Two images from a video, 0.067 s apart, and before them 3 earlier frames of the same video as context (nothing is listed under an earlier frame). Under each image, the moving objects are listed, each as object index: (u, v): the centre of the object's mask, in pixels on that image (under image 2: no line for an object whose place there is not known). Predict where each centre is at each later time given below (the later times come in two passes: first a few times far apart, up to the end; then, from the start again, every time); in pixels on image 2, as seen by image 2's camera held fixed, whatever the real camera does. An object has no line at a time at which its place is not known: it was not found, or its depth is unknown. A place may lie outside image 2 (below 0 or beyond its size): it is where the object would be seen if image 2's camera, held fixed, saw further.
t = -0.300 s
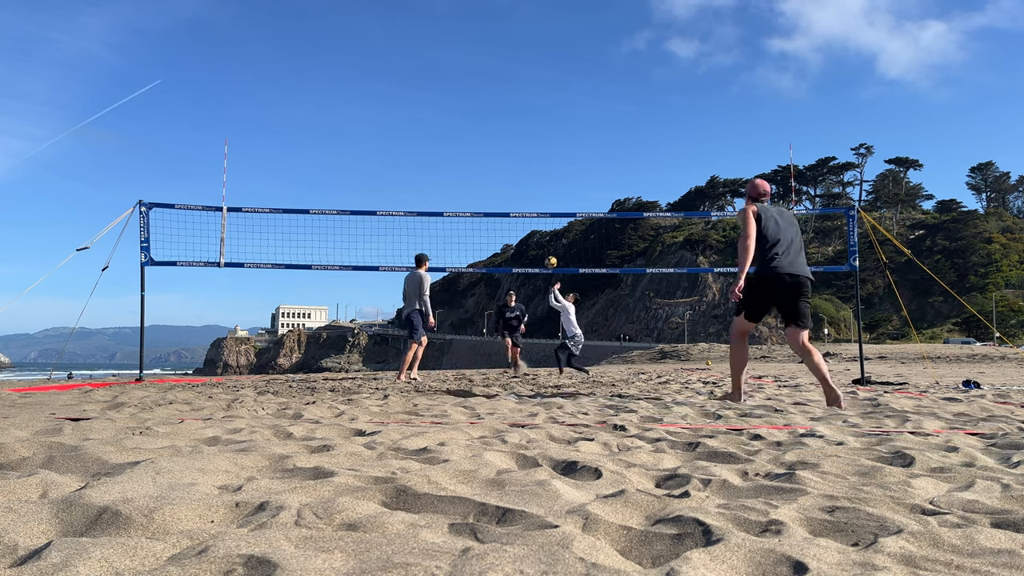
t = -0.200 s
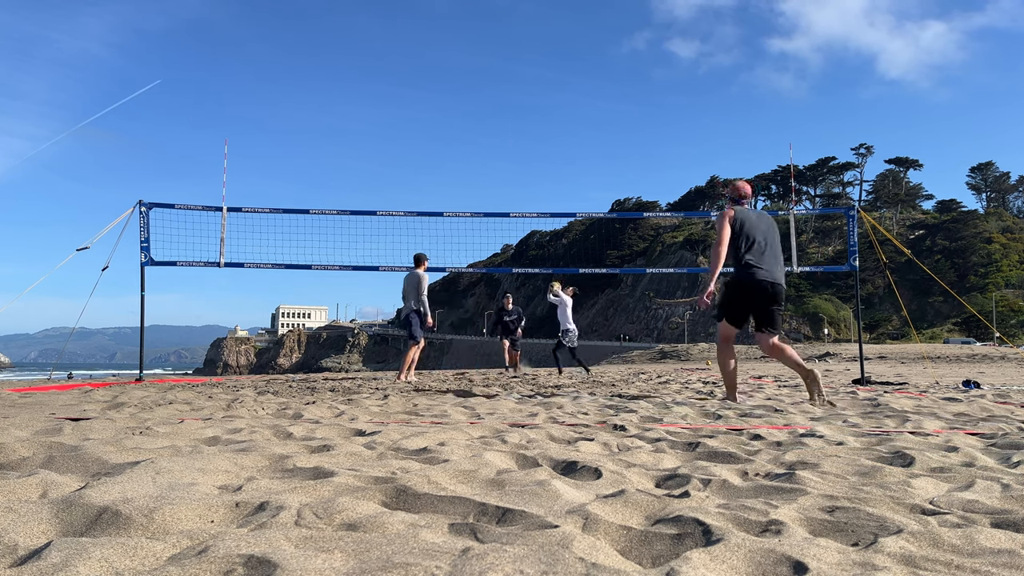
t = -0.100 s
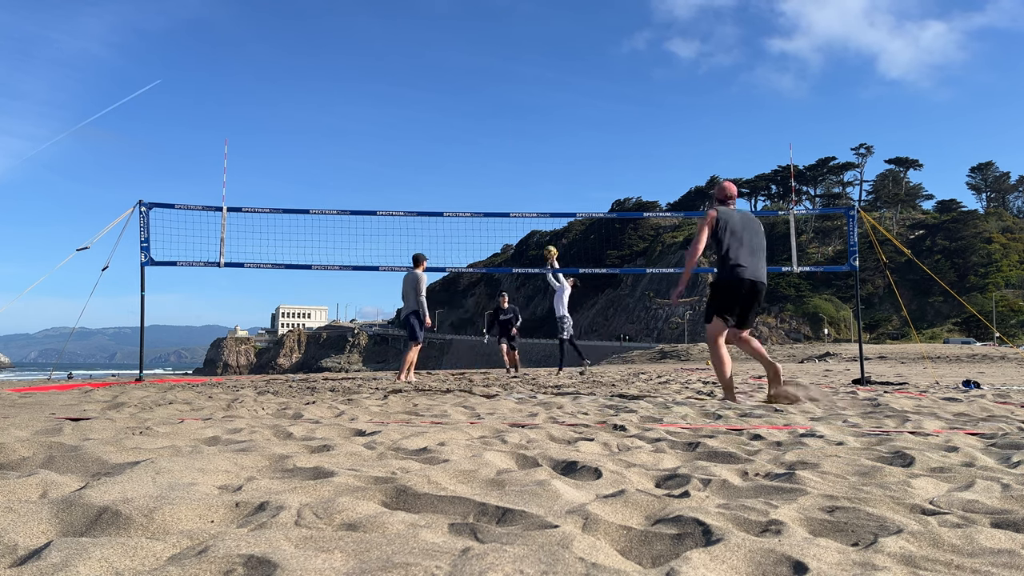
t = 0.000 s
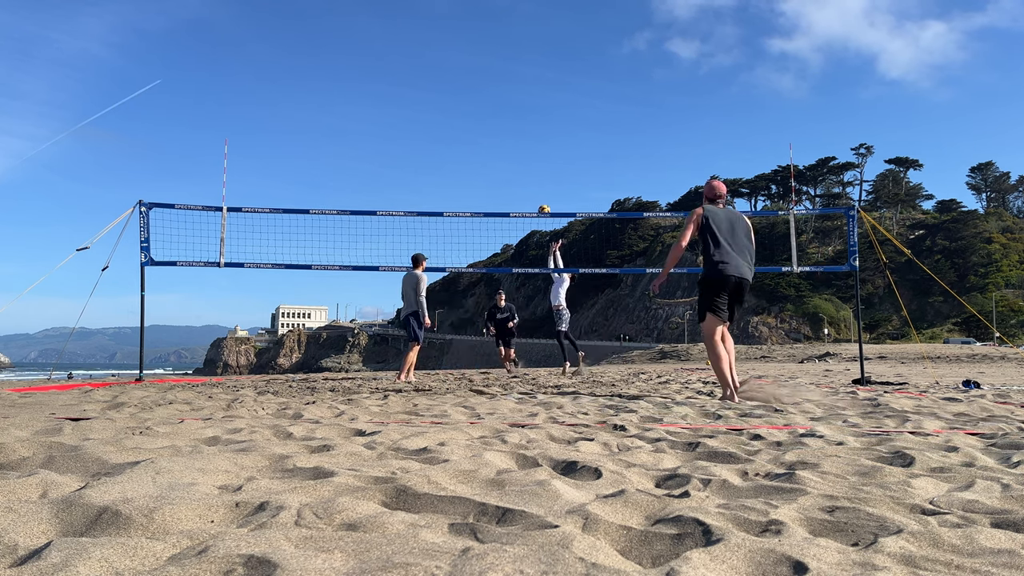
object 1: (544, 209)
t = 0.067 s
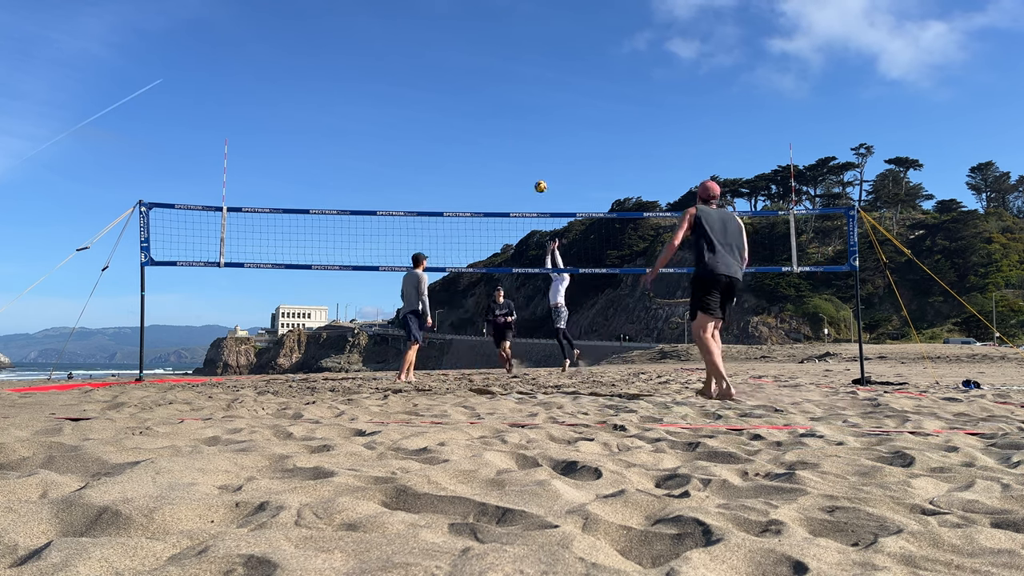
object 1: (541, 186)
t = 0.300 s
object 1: (531, 123)
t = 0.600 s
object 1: (523, 85)
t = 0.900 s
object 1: (517, 98)
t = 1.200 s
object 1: (514, 164)
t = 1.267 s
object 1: (514, 185)
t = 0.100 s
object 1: (539, 175)
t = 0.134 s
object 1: (537, 165)
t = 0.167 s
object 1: (536, 155)
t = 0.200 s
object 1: (535, 146)
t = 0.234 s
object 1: (534, 138)
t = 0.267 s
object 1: (532, 130)
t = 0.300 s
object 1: (531, 123)
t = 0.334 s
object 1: (530, 116)
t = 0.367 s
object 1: (529, 110)
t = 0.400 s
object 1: (528, 105)
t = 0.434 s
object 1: (527, 100)
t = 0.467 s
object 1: (526, 96)
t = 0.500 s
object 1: (526, 92)
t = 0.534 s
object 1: (525, 88)
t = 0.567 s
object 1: (524, 87)
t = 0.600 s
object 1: (523, 85)
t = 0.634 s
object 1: (522, 84)
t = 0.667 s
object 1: (521, 84)
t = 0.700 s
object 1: (520, 84)
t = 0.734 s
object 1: (520, 85)
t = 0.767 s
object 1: (519, 86)
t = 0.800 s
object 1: (519, 89)
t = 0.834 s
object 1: (518, 91)
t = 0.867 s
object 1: (517, 95)
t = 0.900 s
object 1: (517, 98)
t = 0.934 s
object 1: (516, 103)
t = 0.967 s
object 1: (516, 109)
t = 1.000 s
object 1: (515, 115)
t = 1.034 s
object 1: (515, 121)
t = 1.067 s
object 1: (514, 128)
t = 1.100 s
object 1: (514, 136)
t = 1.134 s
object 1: (514, 145)
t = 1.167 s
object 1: (514, 154)
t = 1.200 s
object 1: (514, 164)
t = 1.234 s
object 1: (514, 174)
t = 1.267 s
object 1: (514, 185)
